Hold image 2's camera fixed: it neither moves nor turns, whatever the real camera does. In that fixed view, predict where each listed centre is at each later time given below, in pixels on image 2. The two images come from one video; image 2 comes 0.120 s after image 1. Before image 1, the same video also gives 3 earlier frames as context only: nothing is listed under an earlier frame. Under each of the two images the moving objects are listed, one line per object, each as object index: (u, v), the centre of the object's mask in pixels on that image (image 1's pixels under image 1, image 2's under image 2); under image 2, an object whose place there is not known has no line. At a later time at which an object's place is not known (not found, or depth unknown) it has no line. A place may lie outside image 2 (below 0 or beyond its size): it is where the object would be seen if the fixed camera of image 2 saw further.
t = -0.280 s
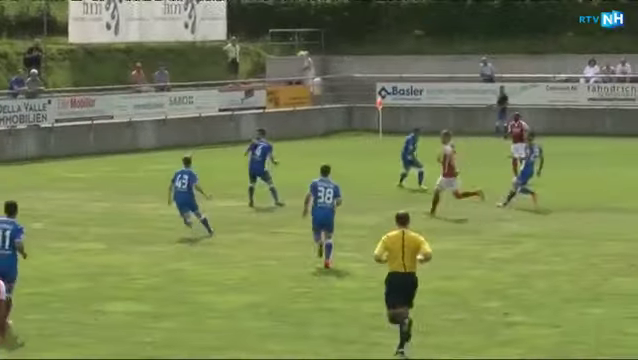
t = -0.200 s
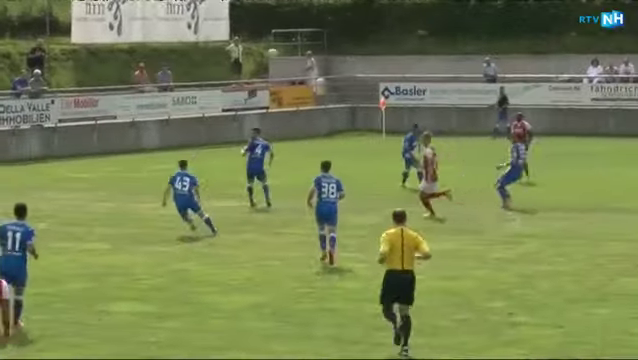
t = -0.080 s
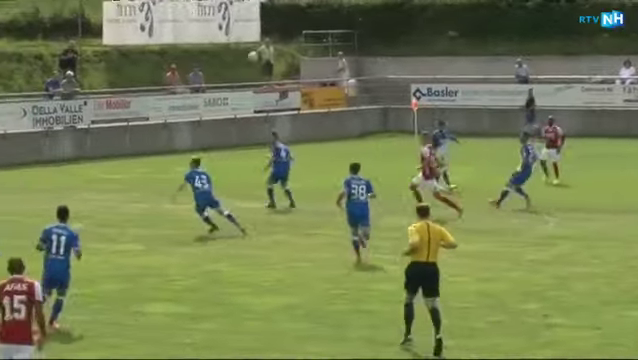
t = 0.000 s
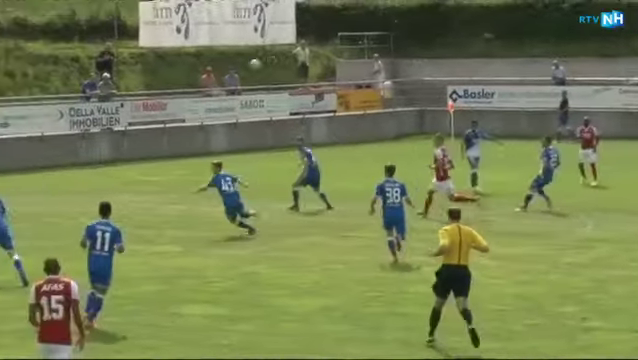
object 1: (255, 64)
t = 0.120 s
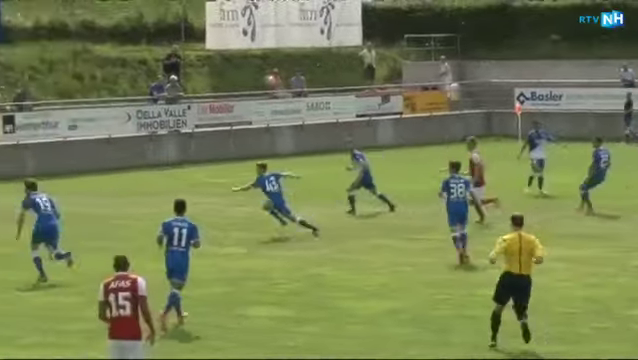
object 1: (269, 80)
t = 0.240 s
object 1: (219, 100)
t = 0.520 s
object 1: (98, 185)
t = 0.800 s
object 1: (9, 191)
